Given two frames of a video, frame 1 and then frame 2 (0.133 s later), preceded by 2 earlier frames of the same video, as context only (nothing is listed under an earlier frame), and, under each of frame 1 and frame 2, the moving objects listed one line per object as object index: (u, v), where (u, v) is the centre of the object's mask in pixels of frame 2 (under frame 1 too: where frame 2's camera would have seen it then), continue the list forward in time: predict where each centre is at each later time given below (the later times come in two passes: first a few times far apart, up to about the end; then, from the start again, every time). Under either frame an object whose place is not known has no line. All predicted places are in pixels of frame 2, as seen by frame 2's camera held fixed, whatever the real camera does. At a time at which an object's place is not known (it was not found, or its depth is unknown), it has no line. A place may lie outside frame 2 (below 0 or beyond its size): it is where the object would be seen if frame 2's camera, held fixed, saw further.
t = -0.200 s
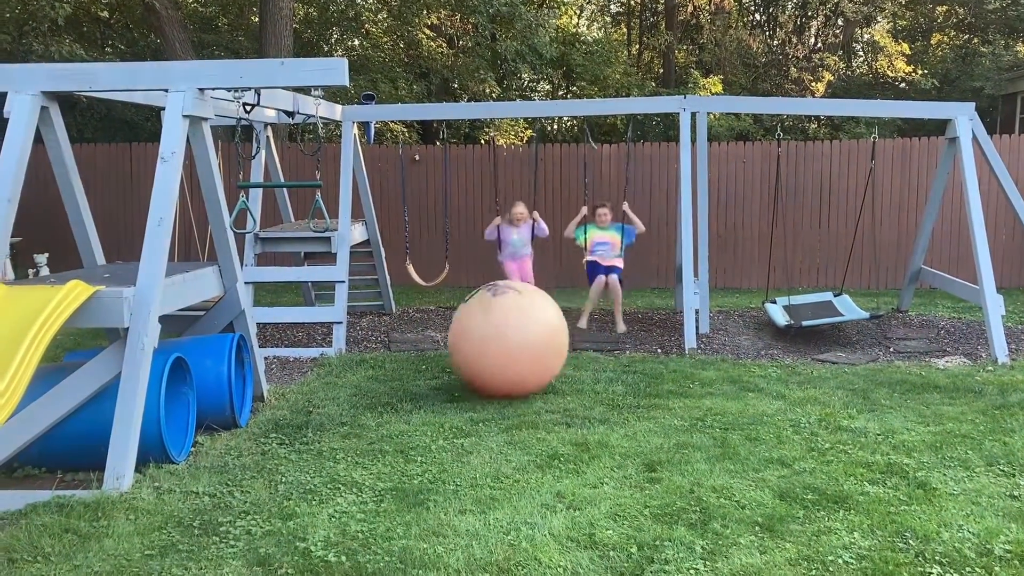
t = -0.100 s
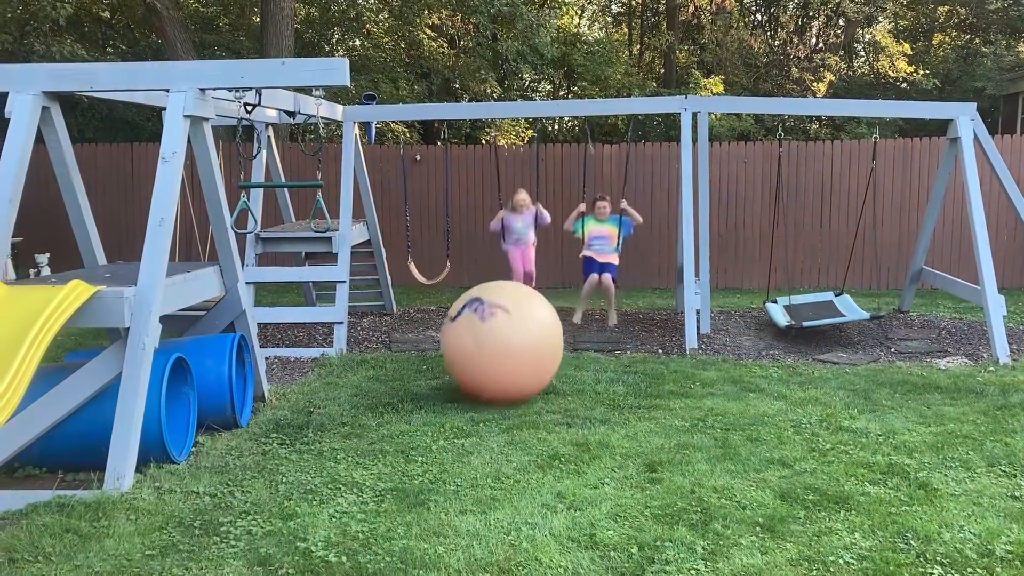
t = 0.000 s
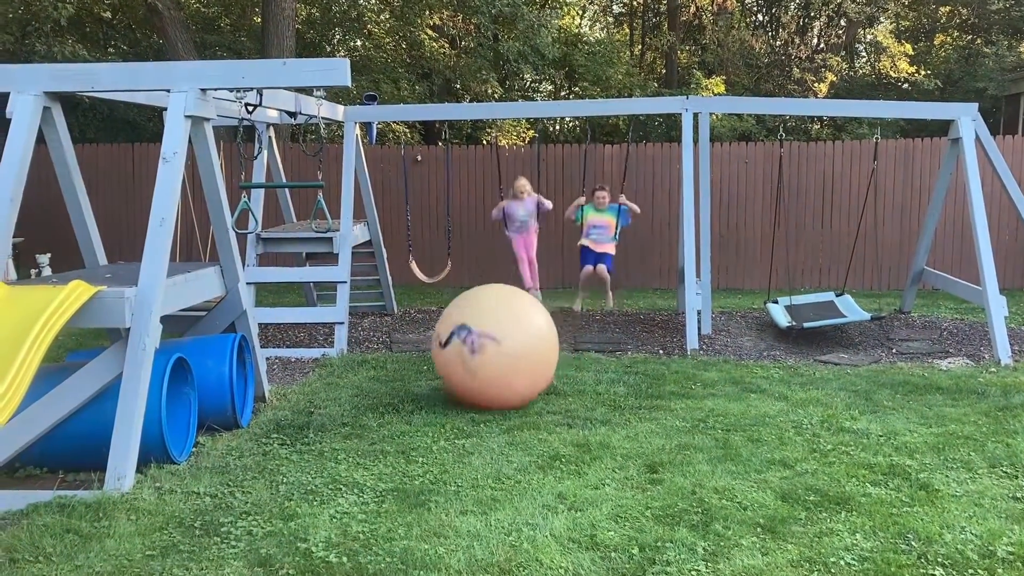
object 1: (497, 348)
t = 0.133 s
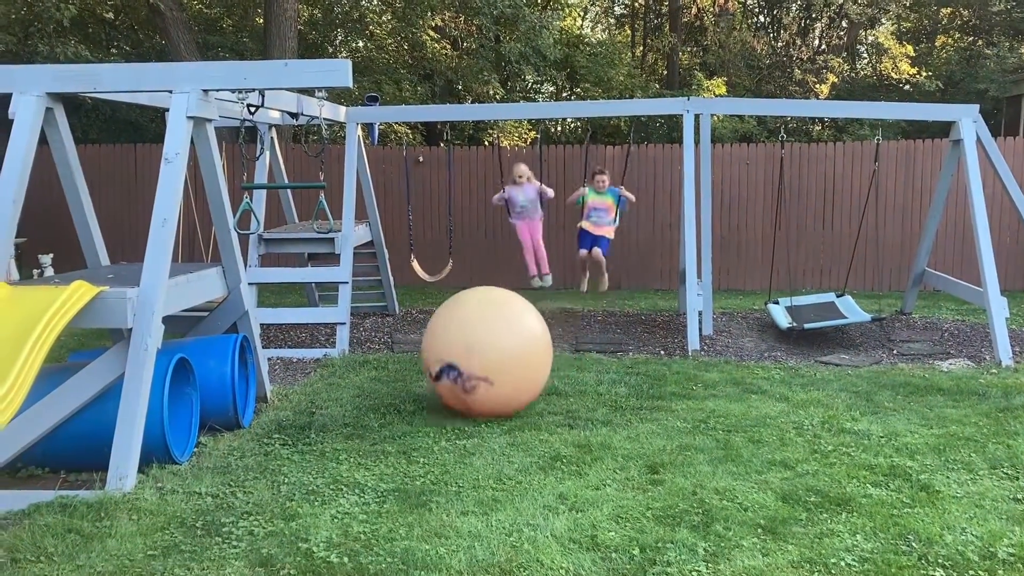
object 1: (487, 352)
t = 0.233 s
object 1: (479, 357)
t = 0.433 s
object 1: (463, 364)
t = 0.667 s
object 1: (445, 373)
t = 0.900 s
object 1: (426, 382)
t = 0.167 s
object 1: (485, 353)
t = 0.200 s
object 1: (482, 355)
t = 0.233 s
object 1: (479, 357)
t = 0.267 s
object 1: (477, 359)
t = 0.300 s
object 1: (474, 360)
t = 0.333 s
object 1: (472, 360)
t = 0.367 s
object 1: (468, 362)
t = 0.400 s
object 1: (466, 363)
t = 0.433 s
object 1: (463, 364)
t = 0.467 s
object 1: (461, 366)
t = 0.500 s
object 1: (458, 367)
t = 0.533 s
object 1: (455, 369)
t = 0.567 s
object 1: (453, 370)
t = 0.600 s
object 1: (450, 371)
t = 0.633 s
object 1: (448, 372)
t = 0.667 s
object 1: (445, 373)
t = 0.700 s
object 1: (442, 375)
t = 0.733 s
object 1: (439, 376)
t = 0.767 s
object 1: (437, 377)
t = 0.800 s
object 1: (434, 378)
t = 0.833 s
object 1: (431, 380)
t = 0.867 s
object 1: (428, 381)
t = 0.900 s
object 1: (426, 382)
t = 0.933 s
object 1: (423, 383)
